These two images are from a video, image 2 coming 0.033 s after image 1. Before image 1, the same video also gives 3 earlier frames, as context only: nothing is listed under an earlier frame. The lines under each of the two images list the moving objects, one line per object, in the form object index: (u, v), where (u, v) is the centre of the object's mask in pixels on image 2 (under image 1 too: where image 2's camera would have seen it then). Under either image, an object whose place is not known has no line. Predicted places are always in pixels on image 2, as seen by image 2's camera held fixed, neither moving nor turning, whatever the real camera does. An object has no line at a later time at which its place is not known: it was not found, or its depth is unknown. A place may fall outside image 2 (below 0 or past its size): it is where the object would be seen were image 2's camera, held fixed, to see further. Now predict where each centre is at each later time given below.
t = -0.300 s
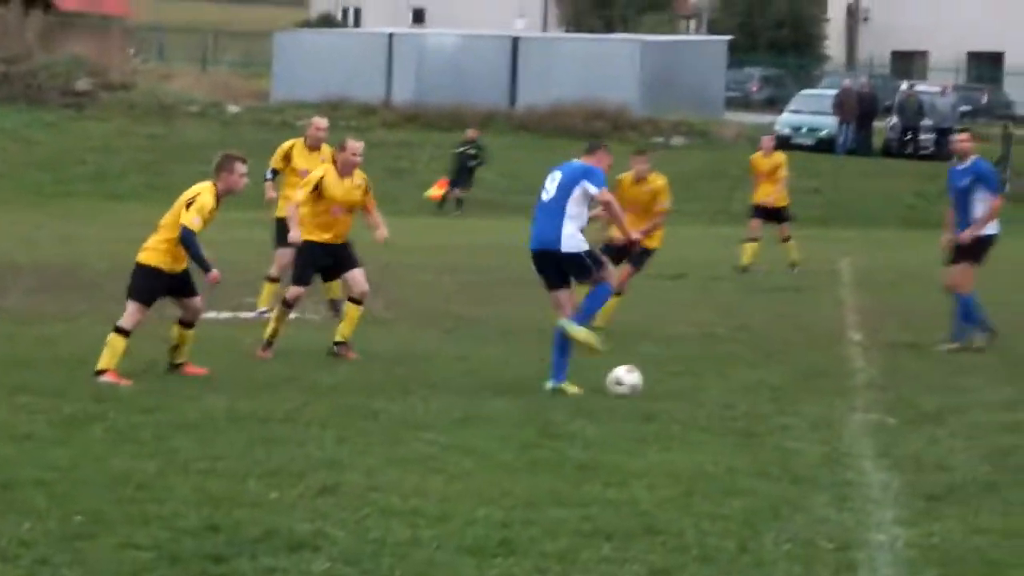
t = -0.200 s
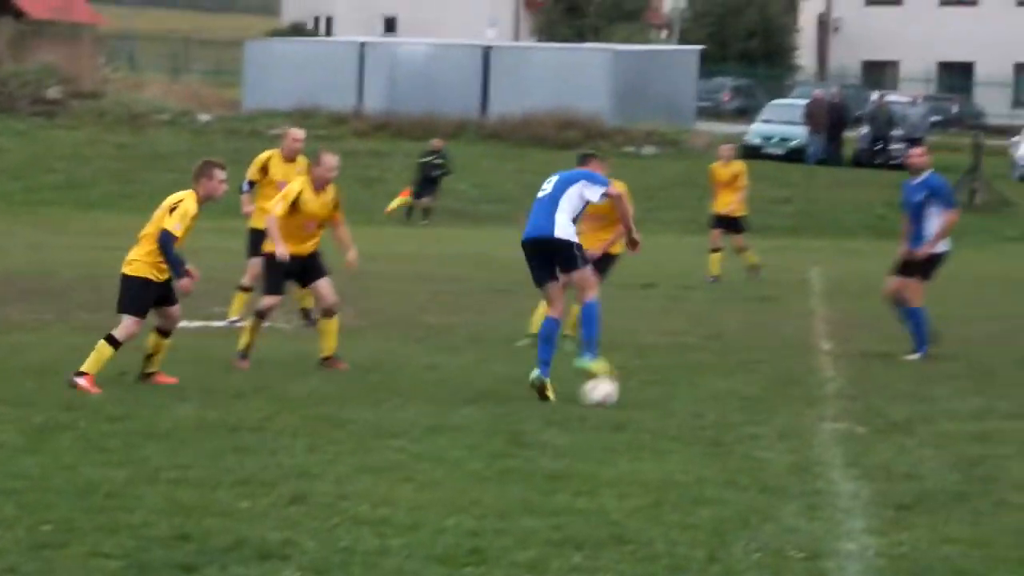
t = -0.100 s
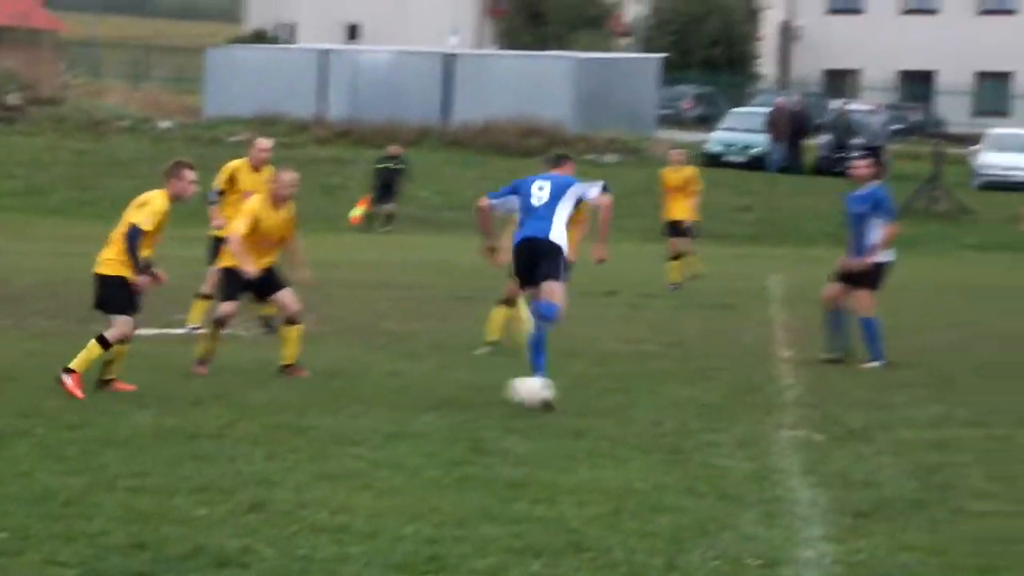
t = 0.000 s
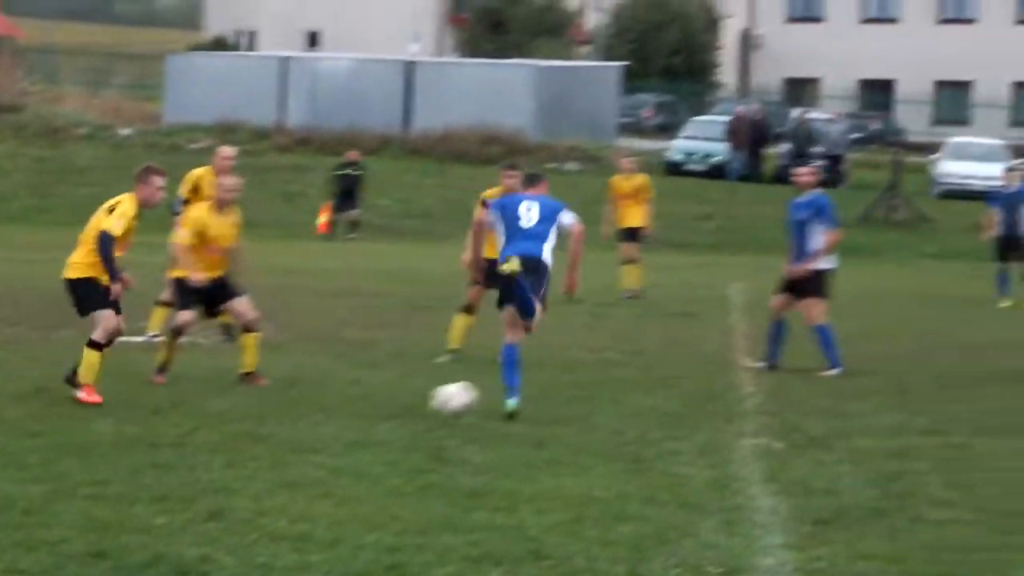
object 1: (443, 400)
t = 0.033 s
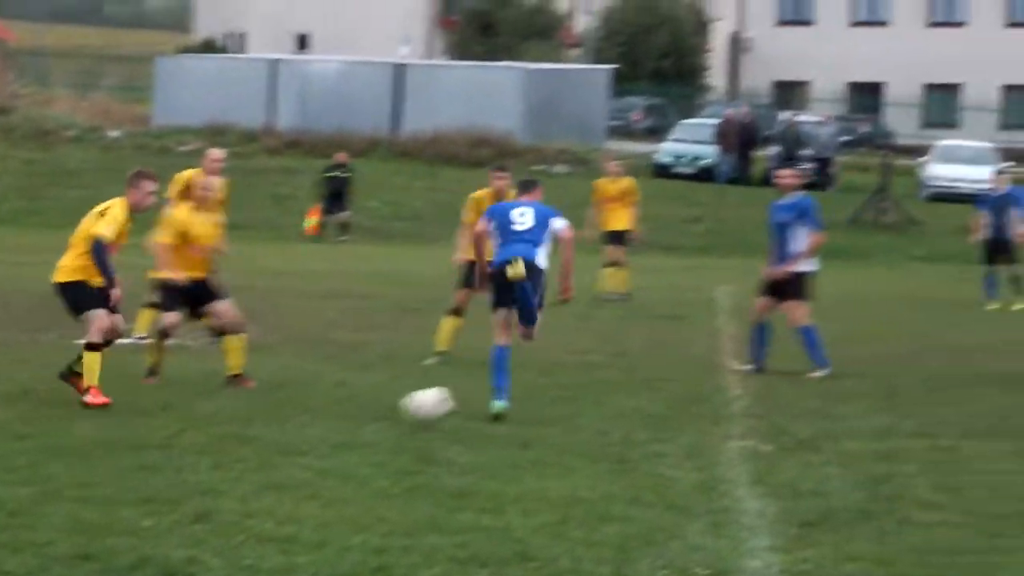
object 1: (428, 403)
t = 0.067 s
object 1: (415, 410)
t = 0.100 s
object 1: (403, 415)
